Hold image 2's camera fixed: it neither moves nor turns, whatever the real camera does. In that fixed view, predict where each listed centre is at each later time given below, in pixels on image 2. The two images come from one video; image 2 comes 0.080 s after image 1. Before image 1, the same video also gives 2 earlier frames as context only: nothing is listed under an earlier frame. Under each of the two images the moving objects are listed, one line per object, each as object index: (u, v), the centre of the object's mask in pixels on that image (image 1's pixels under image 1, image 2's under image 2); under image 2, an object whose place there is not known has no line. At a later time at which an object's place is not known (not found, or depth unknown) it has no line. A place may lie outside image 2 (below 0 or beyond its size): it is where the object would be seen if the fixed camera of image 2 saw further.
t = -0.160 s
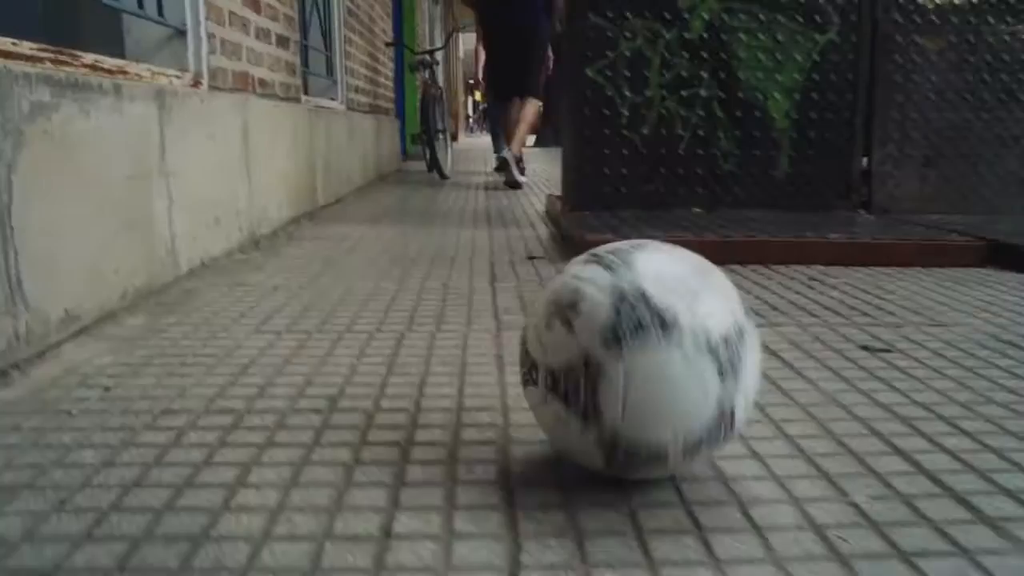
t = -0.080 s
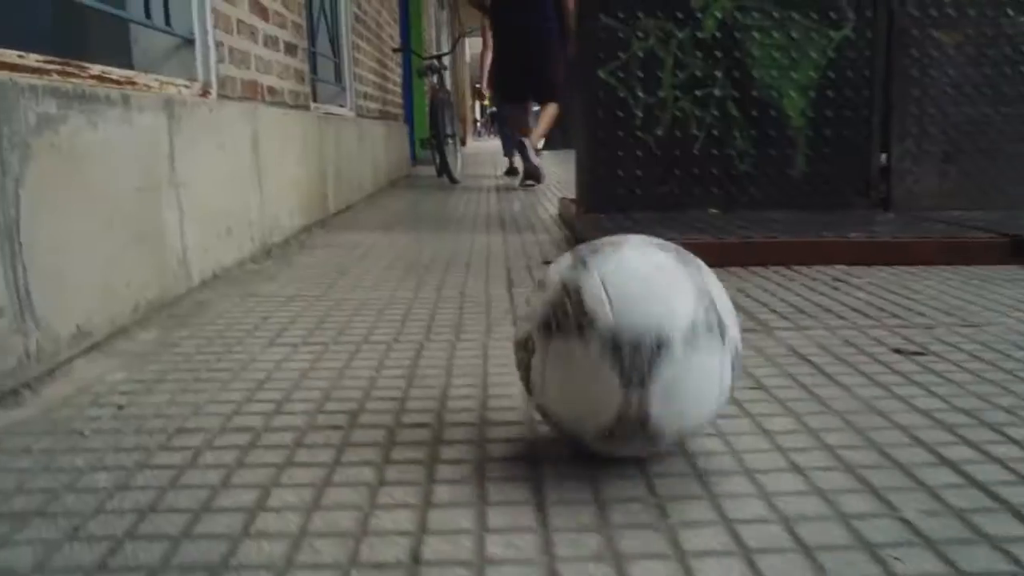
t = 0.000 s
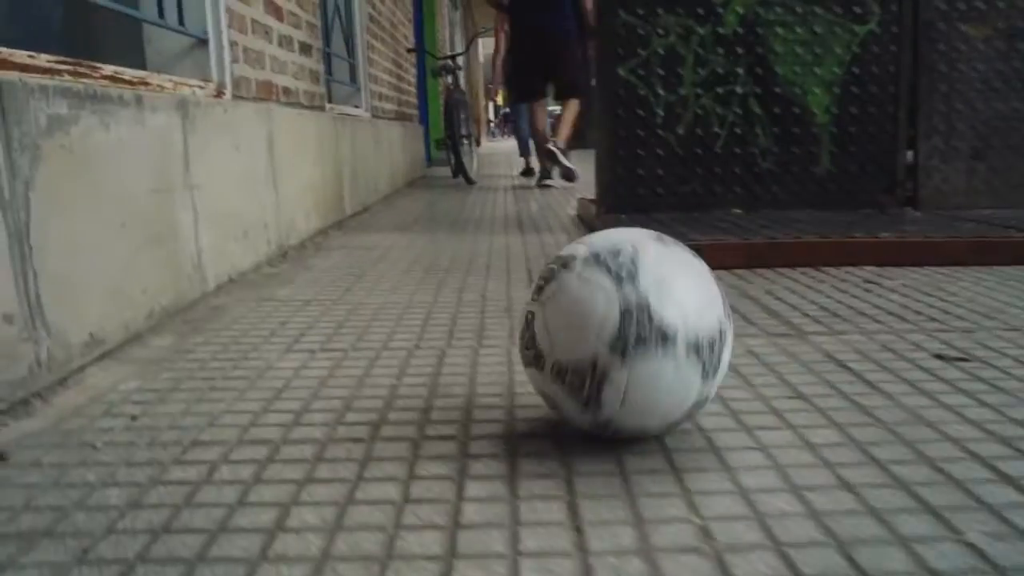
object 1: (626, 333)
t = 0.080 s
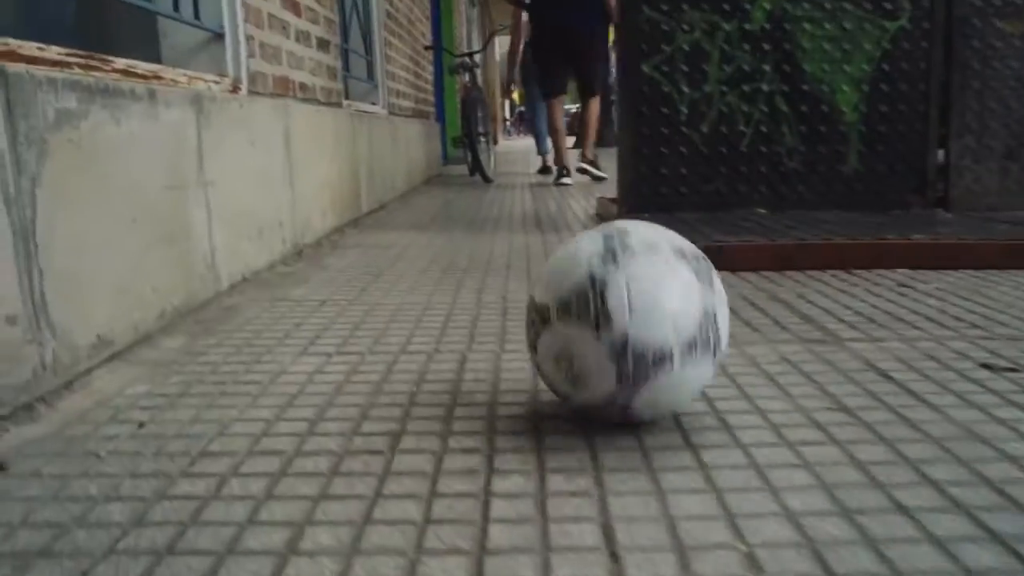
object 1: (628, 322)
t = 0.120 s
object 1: (614, 314)
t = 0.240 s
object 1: (581, 295)
